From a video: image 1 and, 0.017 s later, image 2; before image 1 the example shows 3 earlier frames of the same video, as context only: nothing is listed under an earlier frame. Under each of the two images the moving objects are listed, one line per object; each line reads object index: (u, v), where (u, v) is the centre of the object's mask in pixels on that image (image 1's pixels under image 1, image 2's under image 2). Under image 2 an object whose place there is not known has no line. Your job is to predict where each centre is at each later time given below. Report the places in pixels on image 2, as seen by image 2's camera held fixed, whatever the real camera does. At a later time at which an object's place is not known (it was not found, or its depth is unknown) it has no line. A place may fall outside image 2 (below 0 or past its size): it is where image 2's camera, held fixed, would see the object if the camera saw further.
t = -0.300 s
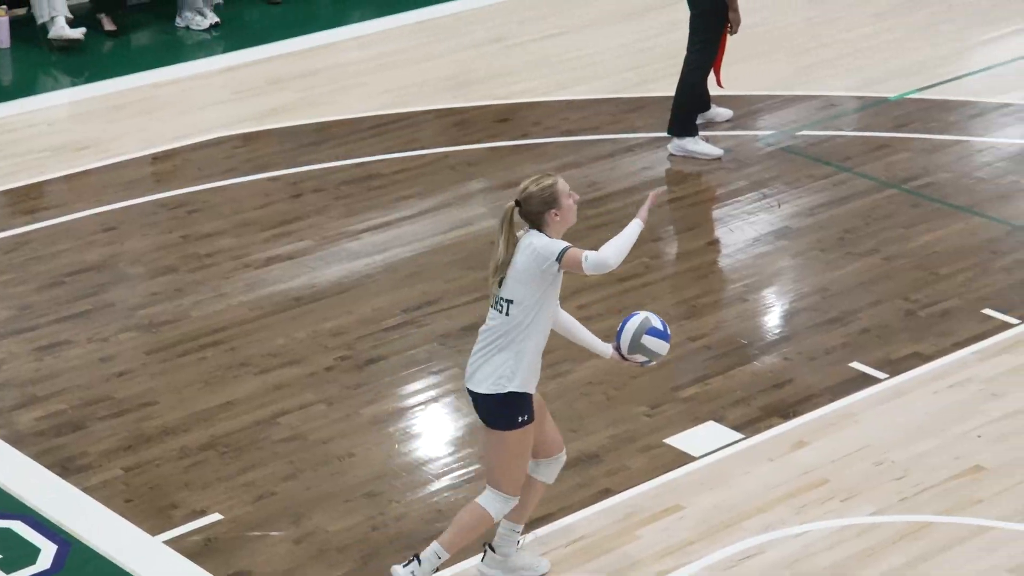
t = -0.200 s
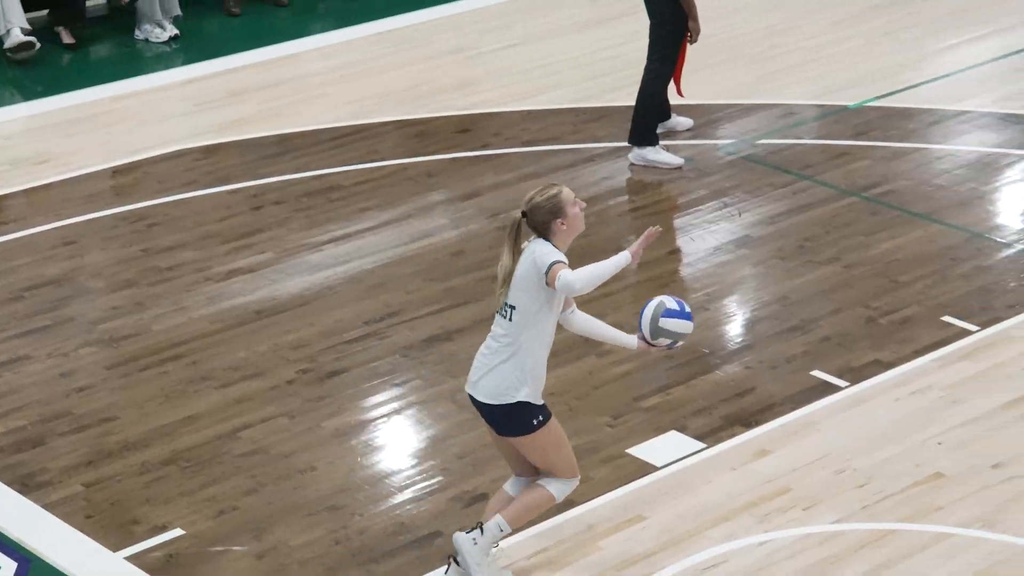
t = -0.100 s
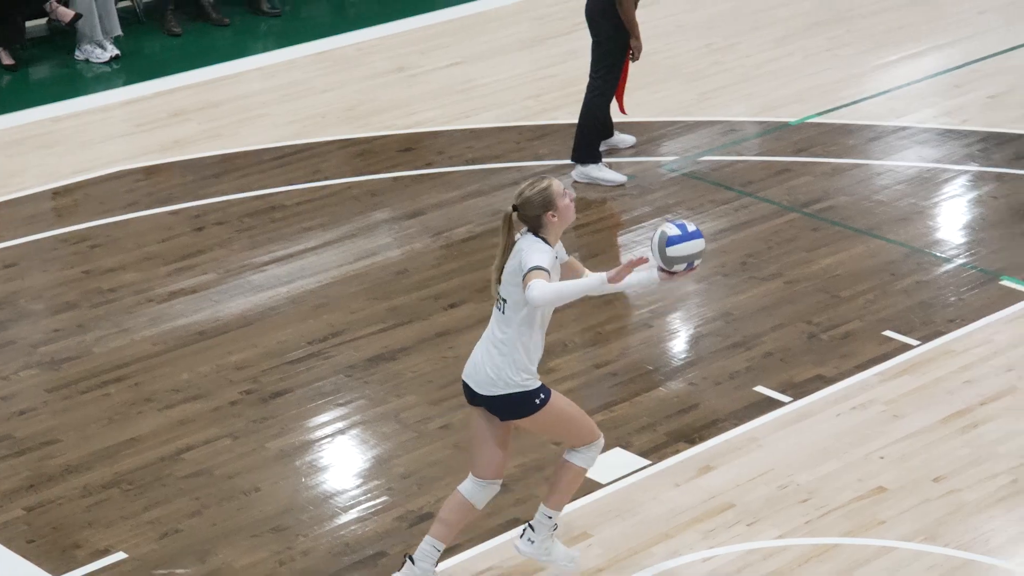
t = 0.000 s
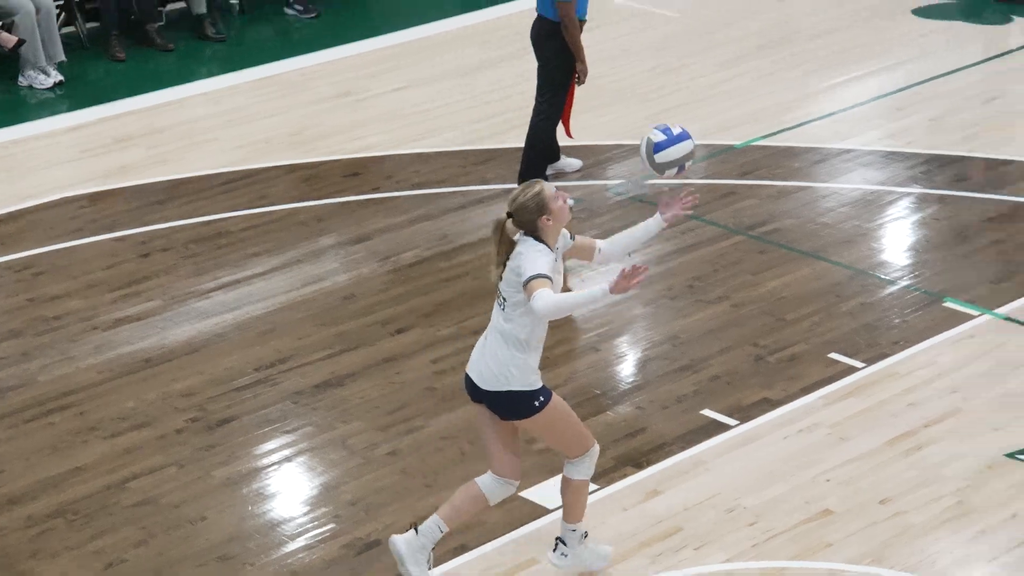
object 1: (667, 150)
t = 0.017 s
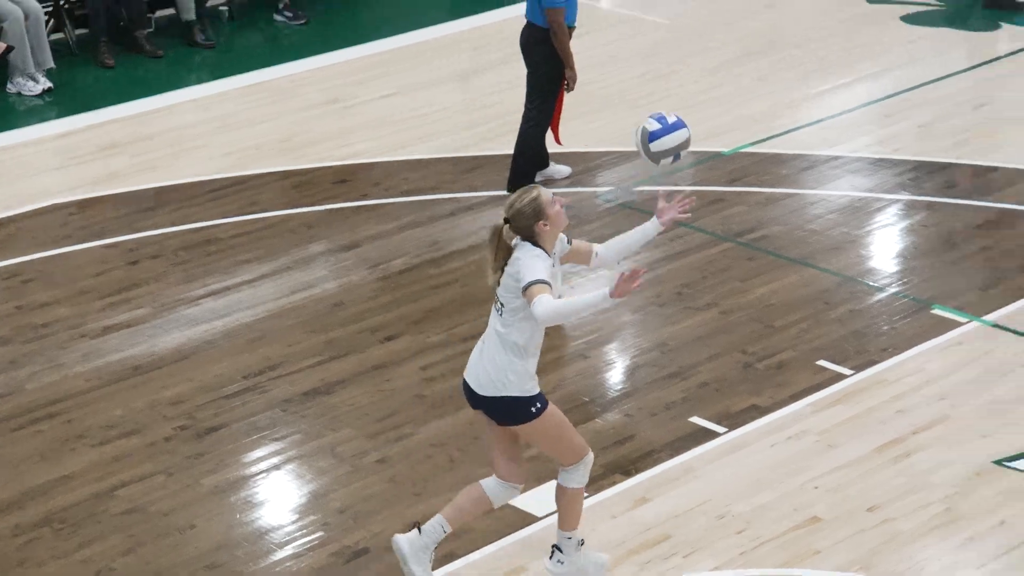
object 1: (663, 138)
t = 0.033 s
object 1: (668, 122)
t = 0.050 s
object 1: (674, 105)
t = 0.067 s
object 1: (679, 89)
